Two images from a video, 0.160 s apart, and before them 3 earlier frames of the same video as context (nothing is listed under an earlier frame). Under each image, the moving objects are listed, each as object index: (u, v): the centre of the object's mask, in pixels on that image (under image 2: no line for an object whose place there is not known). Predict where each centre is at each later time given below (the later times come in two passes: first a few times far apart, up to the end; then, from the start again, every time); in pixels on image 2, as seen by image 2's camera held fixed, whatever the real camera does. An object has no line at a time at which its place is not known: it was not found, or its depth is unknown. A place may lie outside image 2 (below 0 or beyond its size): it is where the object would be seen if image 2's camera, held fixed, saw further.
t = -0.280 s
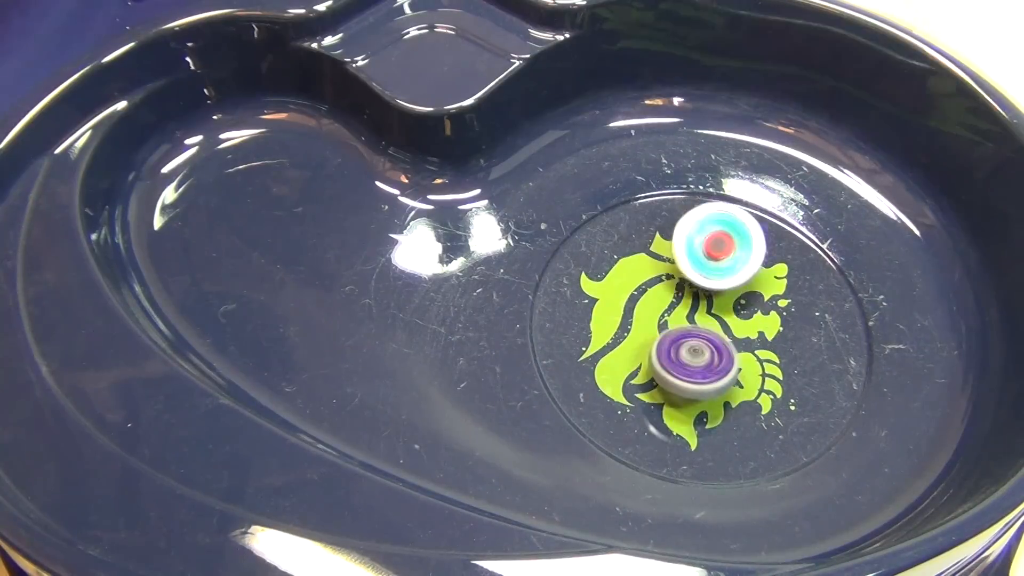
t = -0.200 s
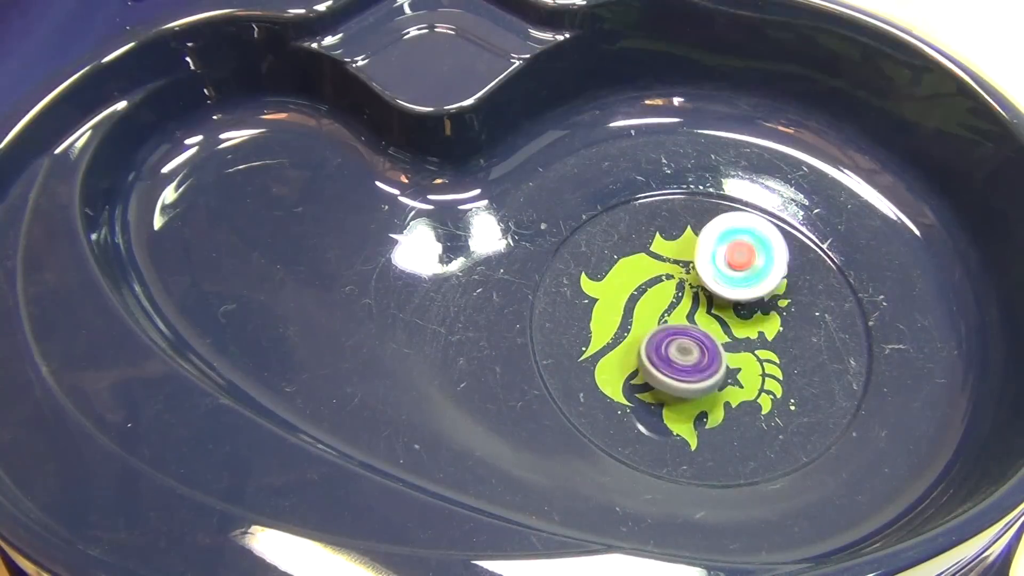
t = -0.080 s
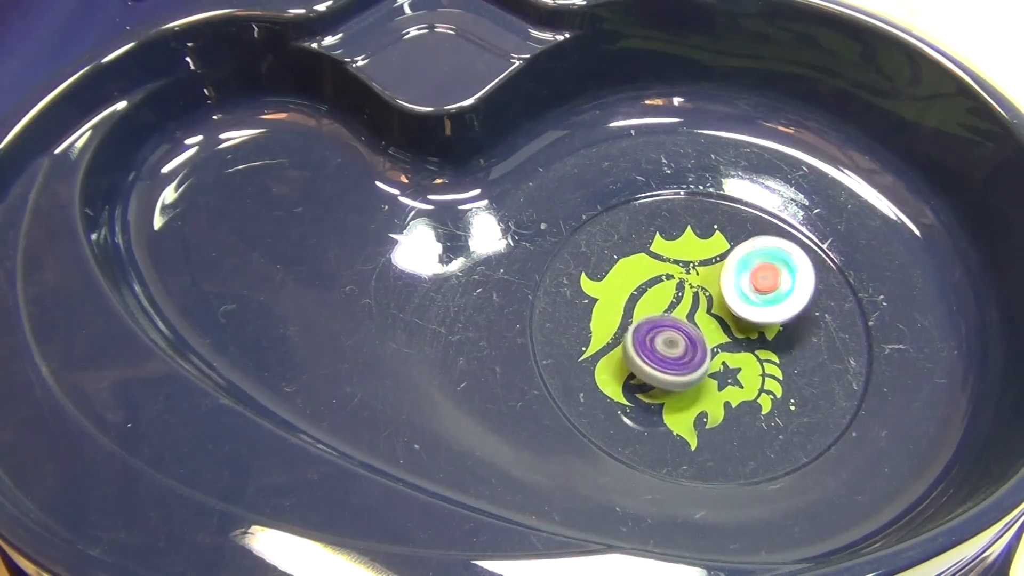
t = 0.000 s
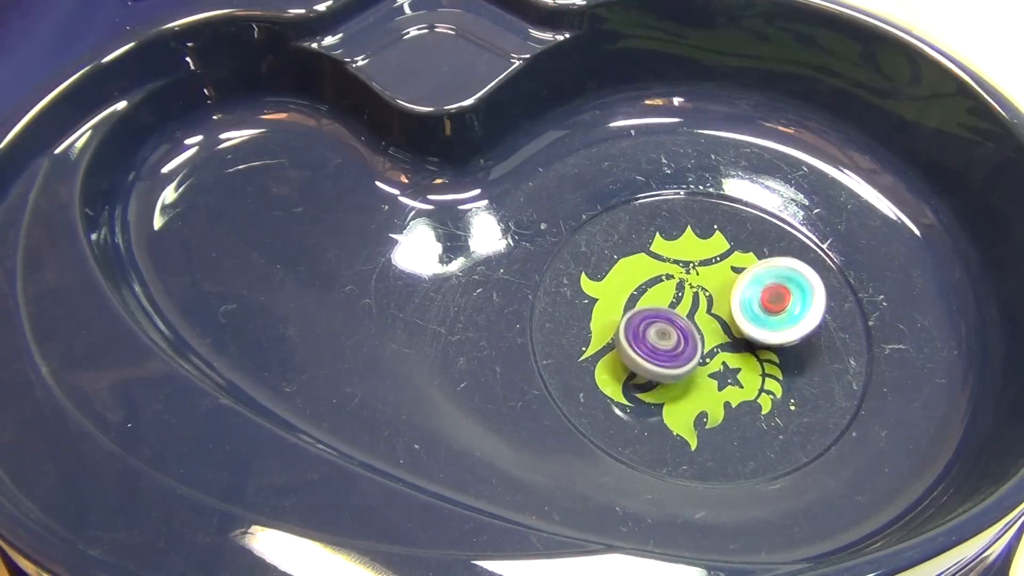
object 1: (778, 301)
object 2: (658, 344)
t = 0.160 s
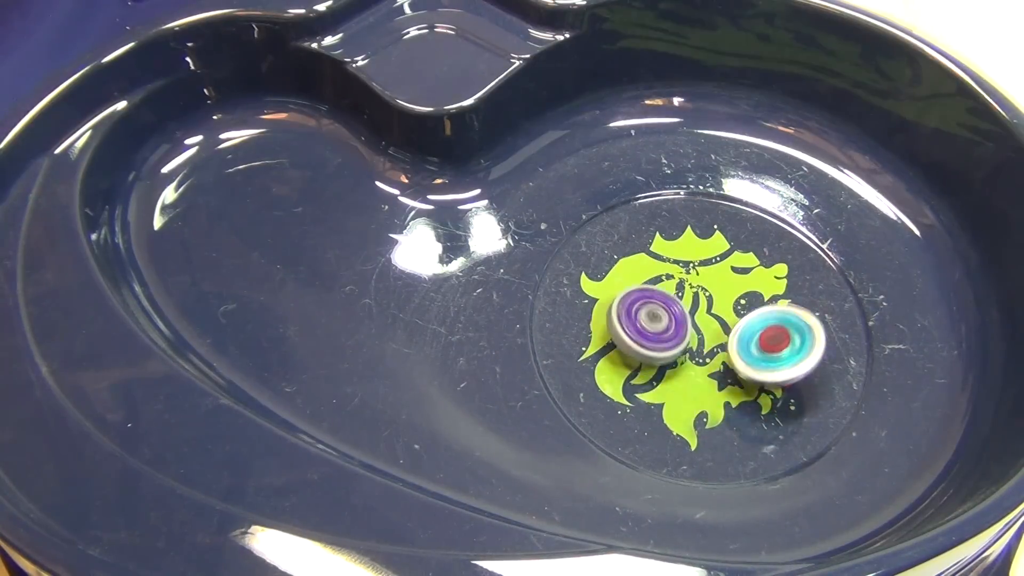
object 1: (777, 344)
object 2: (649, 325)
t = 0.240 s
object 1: (765, 363)
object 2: (649, 315)
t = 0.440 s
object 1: (710, 386)
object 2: (661, 295)
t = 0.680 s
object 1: (639, 357)
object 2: (693, 288)
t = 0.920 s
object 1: (614, 290)
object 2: (724, 303)
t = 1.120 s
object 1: (642, 247)
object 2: (736, 326)
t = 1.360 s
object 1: (708, 241)
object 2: (725, 352)
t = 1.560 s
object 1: (759, 278)
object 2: (701, 360)
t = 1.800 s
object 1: (773, 346)
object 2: (669, 348)
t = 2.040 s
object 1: (721, 393)
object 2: (654, 320)
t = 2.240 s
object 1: (660, 380)
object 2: (663, 298)
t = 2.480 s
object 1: (618, 315)
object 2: (692, 288)
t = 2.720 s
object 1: (642, 253)
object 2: (721, 300)
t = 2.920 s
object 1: (695, 239)
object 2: (733, 321)
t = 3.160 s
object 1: (763, 264)
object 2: (722, 357)
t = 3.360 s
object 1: (783, 301)
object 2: (695, 373)
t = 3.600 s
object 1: (747, 349)
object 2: (661, 361)
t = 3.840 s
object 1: (707, 358)
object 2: (635, 312)
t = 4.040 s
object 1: (673, 343)
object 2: (661, 284)
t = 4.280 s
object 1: (657, 324)
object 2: (720, 302)
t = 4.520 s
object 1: (671, 301)
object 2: (745, 345)
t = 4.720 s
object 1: (699, 300)
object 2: (737, 374)
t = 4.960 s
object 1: (731, 301)
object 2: (694, 390)
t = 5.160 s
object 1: (737, 305)
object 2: (652, 363)
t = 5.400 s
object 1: (723, 313)
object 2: (637, 307)
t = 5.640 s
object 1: (700, 305)
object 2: (664, 255)
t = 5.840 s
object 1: (688, 309)
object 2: (718, 246)
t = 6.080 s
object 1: (692, 306)
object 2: (761, 279)
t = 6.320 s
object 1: (692, 307)
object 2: (761, 343)
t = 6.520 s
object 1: (687, 308)
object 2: (722, 380)
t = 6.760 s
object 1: (682, 309)
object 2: (658, 380)
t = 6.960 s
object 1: (681, 307)
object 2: (617, 342)
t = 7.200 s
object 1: (686, 305)
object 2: (614, 284)
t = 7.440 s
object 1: (694, 311)
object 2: (665, 248)
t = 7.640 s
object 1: (694, 317)
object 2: (727, 260)
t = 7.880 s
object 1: (689, 320)
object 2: (774, 318)
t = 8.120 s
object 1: (685, 316)
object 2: (764, 377)
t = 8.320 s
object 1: (688, 312)
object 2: (718, 399)
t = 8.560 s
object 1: (698, 313)
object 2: (650, 370)
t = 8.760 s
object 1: (701, 318)
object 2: (613, 315)
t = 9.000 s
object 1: (700, 323)
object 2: (616, 254)
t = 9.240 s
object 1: (695, 321)
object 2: (659, 239)
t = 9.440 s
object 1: (696, 316)
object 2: (720, 259)
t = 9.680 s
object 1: (702, 313)
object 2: (778, 344)
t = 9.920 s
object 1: (707, 316)
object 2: (778, 404)
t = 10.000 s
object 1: (707, 318)
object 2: (765, 413)
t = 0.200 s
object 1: (771, 355)
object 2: (649, 321)
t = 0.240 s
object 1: (765, 363)
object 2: (649, 315)
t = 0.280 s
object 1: (757, 371)
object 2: (650, 310)
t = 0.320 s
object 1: (747, 377)
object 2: (652, 306)
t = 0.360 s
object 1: (736, 382)
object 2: (655, 302)
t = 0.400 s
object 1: (724, 385)
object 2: (658, 297)
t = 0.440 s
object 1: (710, 386)
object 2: (661, 295)
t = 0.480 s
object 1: (698, 385)
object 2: (665, 292)
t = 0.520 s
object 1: (685, 383)
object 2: (670, 290)
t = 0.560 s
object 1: (671, 379)
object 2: (676, 288)
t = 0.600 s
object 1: (659, 373)
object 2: (682, 287)
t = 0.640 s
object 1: (648, 366)
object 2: (687, 287)
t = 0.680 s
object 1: (639, 357)
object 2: (693, 288)
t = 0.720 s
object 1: (630, 347)
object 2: (699, 288)
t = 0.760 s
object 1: (624, 337)
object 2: (705, 290)
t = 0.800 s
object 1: (619, 325)
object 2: (710, 292)
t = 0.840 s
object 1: (615, 314)
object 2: (715, 295)
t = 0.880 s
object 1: (614, 301)
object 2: (720, 298)
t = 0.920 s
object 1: (614, 290)
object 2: (724, 303)
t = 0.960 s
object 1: (617, 279)
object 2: (729, 307)
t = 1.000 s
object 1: (621, 270)
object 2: (731, 311)
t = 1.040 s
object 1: (627, 261)
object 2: (734, 316)
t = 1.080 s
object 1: (634, 253)
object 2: (735, 321)
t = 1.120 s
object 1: (642, 247)
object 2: (736, 326)
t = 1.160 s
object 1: (652, 242)
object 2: (737, 330)
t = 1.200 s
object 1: (662, 239)
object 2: (736, 335)
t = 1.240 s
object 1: (673, 237)
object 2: (734, 340)
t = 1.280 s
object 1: (684, 237)
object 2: (732, 345)
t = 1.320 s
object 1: (696, 238)
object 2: (729, 349)
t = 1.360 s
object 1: (708, 241)
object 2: (725, 352)
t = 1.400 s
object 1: (719, 246)
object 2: (721, 355)
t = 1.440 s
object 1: (731, 252)
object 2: (717, 357)
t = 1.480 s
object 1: (741, 260)
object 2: (711, 359)
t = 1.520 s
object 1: (751, 268)
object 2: (706, 360)
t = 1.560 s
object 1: (759, 278)
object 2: (701, 360)
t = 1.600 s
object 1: (766, 288)
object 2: (696, 360)
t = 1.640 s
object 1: (771, 300)
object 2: (690, 359)
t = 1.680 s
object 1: (774, 312)
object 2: (684, 357)
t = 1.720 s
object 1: (776, 324)
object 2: (678, 354)
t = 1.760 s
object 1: (775, 335)
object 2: (673, 351)
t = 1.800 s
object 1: (773, 346)
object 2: (669, 348)
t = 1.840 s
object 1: (768, 357)
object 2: (664, 343)
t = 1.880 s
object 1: (762, 367)
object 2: (661, 339)
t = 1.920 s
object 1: (754, 376)
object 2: (658, 334)
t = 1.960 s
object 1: (744, 383)
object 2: (657, 329)
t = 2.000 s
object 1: (733, 388)
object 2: (655, 324)
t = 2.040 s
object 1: (721, 393)
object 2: (654, 320)
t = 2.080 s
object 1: (709, 393)
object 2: (654, 315)
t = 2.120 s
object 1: (696, 394)
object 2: (655, 310)
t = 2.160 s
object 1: (684, 391)
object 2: (657, 306)
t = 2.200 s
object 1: (673, 382)
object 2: (660, 302)
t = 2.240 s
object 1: (660, 380)
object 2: (663, 298)
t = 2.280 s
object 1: (649, 372)
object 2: (667, 294)
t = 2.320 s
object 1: (642, 359)
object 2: (671, 291)
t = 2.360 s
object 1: (633, 349)
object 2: (675, 290)
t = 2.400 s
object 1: (627, 338)
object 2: (680, 288)
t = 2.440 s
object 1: (622, 326)
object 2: (686, 287)
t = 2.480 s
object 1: (618, 315)
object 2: (692, 288)
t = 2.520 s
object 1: (618, 302)
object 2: (698, 288)
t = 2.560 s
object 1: (620, 290)
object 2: (703, 289)
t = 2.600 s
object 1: (623, 280)
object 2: (708, 291)
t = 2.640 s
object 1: (628, 270)
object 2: (713, 293)
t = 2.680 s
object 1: (635, 261)
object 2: (717, 296)
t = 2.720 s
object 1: (642, 253)
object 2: (721, 300)
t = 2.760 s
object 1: (651, 247)
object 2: (725, 303)
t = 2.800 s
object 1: (662, 243)
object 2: (728, 307)
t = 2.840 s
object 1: (672, 240)
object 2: (731, 311)
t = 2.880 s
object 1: (684, 238)
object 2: (733, 316)
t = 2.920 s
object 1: (695, 239)
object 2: (733, 321)
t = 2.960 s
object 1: (707, 241)
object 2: (734, 326)
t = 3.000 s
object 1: (718, 244)
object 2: (734, 331)
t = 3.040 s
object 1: (730, 249)
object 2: (732, 335)
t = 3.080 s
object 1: (740, 256)
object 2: (730, 340)
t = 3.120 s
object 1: (751, 262)
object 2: (728, 345)
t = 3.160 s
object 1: (763, 264)
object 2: (722, 357)
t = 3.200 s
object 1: (771, 269)
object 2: (716, 364)
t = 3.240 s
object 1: (776, 276)
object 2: (711, 368)
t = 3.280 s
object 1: (780, 284)
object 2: (706, 371)
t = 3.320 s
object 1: (782, 292)
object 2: (701, 372)
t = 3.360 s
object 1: (783, 301)
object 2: (695, 373)
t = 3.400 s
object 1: (782, 310)
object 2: (689, 373)
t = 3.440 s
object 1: (778, 318)
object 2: (683, 373)
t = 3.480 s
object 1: (773, 327)
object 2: (677, 371)
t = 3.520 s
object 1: (767, 336)
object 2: (672, 369)
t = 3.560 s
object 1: (758, 343)
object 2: (666, 365)
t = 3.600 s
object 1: (747, 349)
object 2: (661, 361)
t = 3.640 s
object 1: (742, 352)
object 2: (653, 355)
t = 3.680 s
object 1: (737, 357)
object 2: (644, 346)
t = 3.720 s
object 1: (730, 365)
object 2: (637, 336)
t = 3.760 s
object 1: (723, 365)
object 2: (633, 326)
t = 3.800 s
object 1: (713, 363)
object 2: (634, 318)
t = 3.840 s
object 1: (707, 358)
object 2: (635, 312)
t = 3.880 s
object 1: (700, 354)
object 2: (637, 307)
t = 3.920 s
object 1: (692, 351)
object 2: (639, 300)
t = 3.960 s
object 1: (685, 348)
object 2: (644, 293)
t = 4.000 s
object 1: (678, 346)
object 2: (652, 286)
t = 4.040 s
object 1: (673, 343)
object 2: (661, 284)
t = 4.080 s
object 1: (668, 342)
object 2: (671, 282)
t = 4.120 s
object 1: (665, 340)
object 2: (681, 283)
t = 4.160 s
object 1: (663, 336)
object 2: (692, 285)
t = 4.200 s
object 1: (660, 332)
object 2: (702, 289)
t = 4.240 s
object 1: (658, 328)
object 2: (712, 295)
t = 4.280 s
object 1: (657, 324)
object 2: (720, 302)
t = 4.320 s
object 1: (657, 320)
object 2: (727, 310)
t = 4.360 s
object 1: (658, 315)
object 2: (732, 317)
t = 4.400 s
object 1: (660, 312)
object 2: (737, 324)
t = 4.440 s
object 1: (663, 308)
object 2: (741, 332)
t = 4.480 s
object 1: (667, 304)
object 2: (744, 339)
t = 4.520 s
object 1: (671, 301)
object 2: (745, 345)
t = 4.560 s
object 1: (676, 299)
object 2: (745, 352)
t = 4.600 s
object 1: (682, 298)
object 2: (744, 359)
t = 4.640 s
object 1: (687, 298)
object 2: (743, 365)
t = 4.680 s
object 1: (693, 298)
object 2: (741, 369)
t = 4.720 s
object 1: (699, 300)
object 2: (737, 374)
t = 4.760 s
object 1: (704, 302)
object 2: (733, 377)
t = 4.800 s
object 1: (710, 304)
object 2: (728, 380)
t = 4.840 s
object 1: (714, 308)
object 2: (722, 382)
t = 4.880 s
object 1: (718, 310)
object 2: (716, 383)
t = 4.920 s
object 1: (725, 305)
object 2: (706, 387)
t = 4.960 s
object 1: (731, 301)
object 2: (694, 390)
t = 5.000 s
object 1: (735, 300)
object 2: (684, 389)
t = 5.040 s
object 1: (737, 301)
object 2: (675, 383)
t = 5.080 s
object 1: (737, 302)
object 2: (667, 378)
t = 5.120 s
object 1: (737, 303)
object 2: (658, 371)
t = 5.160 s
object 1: (737, 305)
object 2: (652, 363)
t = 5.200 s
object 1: (735, 306)
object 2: (647, 355)
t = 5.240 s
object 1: (734, 308)
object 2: (642, 346)
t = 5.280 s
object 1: (733, 309)
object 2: (639, 336)
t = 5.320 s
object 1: (730, 310)
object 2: (637, 326)
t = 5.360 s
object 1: (727, 312)
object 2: (636, 316)
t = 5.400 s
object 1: (723, 313)
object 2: (637, 307)
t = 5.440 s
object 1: (719, 313)
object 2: (638, 296)
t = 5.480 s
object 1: (715, 313)
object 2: (641, 287)
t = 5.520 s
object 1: (711, 312)
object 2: (644, 278)
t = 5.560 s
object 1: (707, 310)
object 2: (649, 269)
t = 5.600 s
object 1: (703, 308)
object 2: (655, 262)
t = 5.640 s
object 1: (700, 305)
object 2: (664, 255)
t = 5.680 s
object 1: (698, 302)
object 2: (674, 249)
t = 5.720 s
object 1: (695, 303)
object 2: (688, 244)
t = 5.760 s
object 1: (692, 307)
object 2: (699, 243)
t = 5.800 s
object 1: (690, 309)
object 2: (708, 244)
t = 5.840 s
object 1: (688, 309)
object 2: (718, 246)
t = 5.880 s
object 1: (688, 308)
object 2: (726, 249)
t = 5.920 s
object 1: (688, 307)
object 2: (735, 253)
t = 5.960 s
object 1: (689, 307)
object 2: (742, 258)
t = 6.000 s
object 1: (690, 306)
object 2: (750, 265)
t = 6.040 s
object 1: (690, 306)
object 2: (756, 271)
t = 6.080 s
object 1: (692, 306)
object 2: (761, 279)
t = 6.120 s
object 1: (692, 306)
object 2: (765, 289)
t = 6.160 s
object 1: (694, 307)
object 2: (768, 299)
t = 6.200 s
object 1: (695, 307)
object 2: (769, 310)
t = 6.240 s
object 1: (696, 308)
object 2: (768, 320)
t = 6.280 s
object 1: (696, 308)
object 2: (765, 332)
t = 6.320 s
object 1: (692, 307)
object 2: (761, 343)
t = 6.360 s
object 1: (689, 306)
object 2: (756, 353)
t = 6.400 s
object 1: (688, 305)
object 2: (749, 362)
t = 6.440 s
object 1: (688, 306)
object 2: (742, 369)
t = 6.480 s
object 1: (688, 307)
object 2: (732, 375)
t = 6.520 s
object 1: (687, 308)
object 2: (722, 380)
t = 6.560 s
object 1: (686, 308)
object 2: (712, 384)
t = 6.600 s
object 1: (685, 309)
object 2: (700, 386)
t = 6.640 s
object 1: (685, 309)
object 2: (691, 387)
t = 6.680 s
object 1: (684, 309)
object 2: (679, 386)
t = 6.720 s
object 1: (683, 309)
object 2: (668, 384)
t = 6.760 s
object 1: (682, 309)
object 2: (658, 380)
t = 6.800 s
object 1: (682, 309)
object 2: (647, 373)
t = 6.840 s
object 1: (682, 308)
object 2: (639, 367)
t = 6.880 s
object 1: (681, 308)
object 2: (631, 360)
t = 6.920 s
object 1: (681, 308)
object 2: (624, 352)
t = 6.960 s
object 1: (681, 307)
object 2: (617, 342)
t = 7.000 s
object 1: (681, 306)
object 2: (612, 333)
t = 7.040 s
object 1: (682, 305)
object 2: (609, 323)
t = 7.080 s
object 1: (683, 305)
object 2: (608, 312)
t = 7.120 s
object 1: (684, 305)
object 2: (608, 302)
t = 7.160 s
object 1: (685, 305)
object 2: (610, 292)
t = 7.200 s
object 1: (686, 305)
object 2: (614, 284)
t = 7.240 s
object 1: (687, 305)
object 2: (619, 275)
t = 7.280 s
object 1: (689, 306)
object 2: (626, 267)
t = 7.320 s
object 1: (690, 307)
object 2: (634, 261)
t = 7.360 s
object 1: (692, 308)
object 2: (643, 255)
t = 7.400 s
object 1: (693, 309)
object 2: (654, 251)
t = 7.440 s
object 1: (694, 311)
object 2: (665, 248)
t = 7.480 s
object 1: (694, 312)
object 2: (677, 247)
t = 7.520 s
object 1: (695, 314)
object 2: (690, 248)
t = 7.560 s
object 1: (695, 315)
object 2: (703, 250)
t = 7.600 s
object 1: (694, 316)
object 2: (716, 254)
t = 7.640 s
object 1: (694, 317)
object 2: (727, 260)
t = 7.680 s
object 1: (694, 318)
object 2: (738, 267)
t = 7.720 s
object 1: (693, 319)
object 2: (748, 275)
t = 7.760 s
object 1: (692, 320)
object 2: (756, 284)
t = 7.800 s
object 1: (691, 320)
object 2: (764, 296)
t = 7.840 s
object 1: (690, 320)
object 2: (769, 306)
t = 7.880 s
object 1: (689, 320)
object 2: (774, 318)
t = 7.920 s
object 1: (688, 320)
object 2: (775, 328)
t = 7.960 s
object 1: (687, 319)
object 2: (776, 338)
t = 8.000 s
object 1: (686, 319)
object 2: (776, 350)
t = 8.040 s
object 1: (686, 318)
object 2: (774, 360)
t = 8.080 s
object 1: (685, 316)
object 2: (770, 369)
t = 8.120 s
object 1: (685, 316)
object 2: (764, 377)
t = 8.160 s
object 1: (685, 314)
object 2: (757, 383)
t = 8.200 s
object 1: (686, 314)
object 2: (749, 390)
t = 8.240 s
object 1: (686, 313)
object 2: (739, 395)
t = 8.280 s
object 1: (687, 312)
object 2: (729, 397)
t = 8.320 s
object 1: (688, 312)
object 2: (718, 399)
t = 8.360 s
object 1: (689, 311)
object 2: (706, 398)
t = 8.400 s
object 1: (691, 311)
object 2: (695, 395)
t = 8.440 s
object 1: (692, 311)
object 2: (683, 392)
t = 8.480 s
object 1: (694, 312)
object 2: (672, 386)
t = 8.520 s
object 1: (696, 312)
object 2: (661, 379)
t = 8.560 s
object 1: (698, 313)
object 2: (650, 370)
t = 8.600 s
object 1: (699, 314)
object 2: (640, 361)
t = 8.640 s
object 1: (700, 315)
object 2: (631, 350)
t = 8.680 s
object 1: (700, 316)
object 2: (623, 338)
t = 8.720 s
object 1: (701, 317)
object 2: (618, 327)
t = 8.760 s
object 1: (701, 318)
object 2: (613, 315)
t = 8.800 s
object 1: (701, 320)
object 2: (609, 302)
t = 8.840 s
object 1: (701, 321)
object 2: (608, 290)
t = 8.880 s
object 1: (701, 322)
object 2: (608, 279)
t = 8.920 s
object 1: (701, 322)
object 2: (609, 269)
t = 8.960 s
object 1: (700, 323)
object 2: (612, 261)
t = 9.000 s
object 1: (700, 323)
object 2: (616, 254)
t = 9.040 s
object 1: (699, 323)
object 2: (621, 249)
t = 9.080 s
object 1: (698, 323)
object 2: (627, 243)
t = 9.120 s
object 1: (698, 323)
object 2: (634, 240)
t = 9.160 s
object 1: (697, 322)
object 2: (642, 239)
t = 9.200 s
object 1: (696, 322)
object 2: (650, 239)
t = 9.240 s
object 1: (695, 321)
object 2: (659, 239)
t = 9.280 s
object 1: (695, 320)
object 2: (670, 241)
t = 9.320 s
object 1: (695, 319)
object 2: (680, 244)
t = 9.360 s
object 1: (695, 318)
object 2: (691, 247)
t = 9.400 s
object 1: (696, 317)
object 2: (704, 251)
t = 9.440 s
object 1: (696, 316)
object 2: (720, 259)
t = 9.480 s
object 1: (697, 315)
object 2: (735, 270)
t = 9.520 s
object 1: (698, 314)
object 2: (749, 283)
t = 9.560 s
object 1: (699, 314)
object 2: (762, 303)
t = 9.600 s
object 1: (700, 314)
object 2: (770, 318)
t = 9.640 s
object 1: (701, 313)
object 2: (775, 332)
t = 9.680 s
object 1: (702, 313)
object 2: (778, 344)
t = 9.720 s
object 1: (703, 314)
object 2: (781, 356)
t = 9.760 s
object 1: (704, 314)
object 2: (783, 368)
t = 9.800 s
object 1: (705, 314)
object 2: (785, 378)
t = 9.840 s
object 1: (706, 315)
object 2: (784, 388)
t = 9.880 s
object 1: (707, 316)
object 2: (782, 397)
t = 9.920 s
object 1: (707, 316)
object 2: (778, 404)
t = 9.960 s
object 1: (707, 317)
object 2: (772, 410)
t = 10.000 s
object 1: (707, 318)
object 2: (765, 413)
